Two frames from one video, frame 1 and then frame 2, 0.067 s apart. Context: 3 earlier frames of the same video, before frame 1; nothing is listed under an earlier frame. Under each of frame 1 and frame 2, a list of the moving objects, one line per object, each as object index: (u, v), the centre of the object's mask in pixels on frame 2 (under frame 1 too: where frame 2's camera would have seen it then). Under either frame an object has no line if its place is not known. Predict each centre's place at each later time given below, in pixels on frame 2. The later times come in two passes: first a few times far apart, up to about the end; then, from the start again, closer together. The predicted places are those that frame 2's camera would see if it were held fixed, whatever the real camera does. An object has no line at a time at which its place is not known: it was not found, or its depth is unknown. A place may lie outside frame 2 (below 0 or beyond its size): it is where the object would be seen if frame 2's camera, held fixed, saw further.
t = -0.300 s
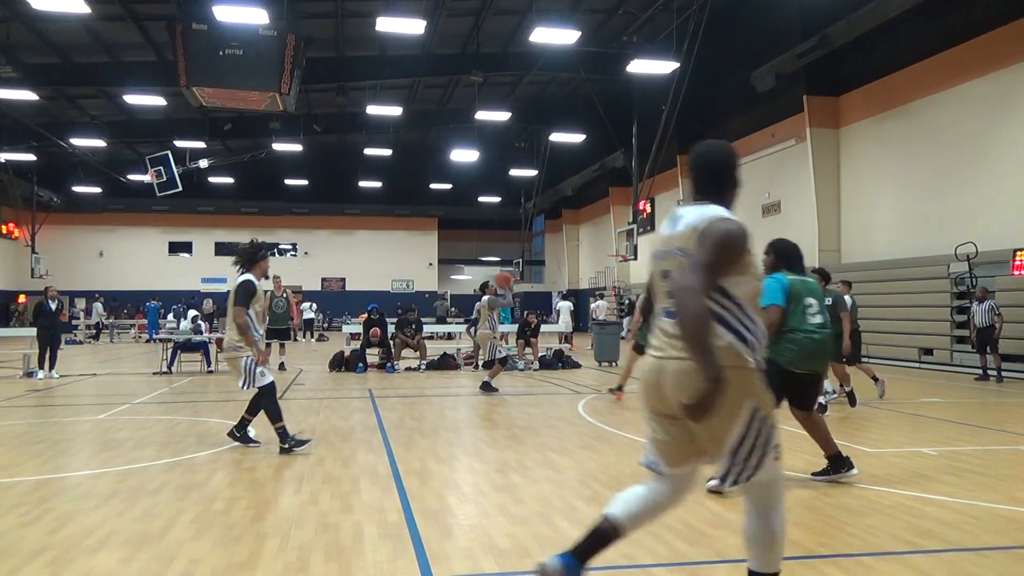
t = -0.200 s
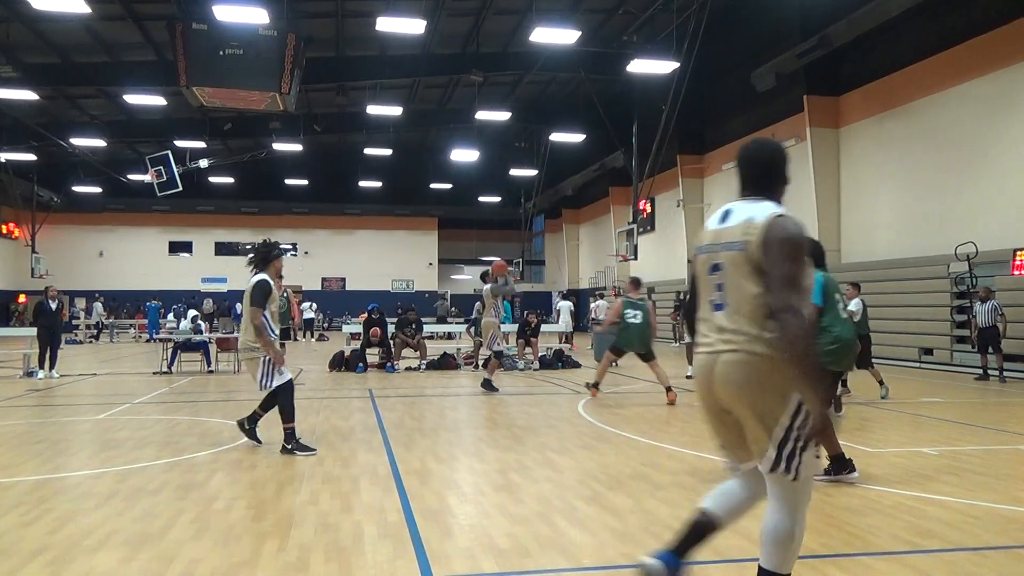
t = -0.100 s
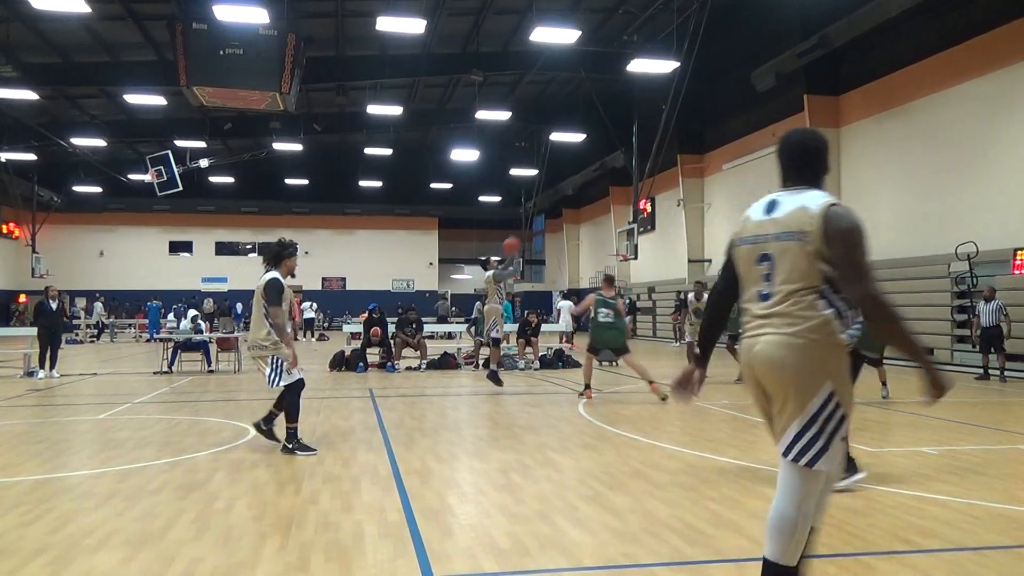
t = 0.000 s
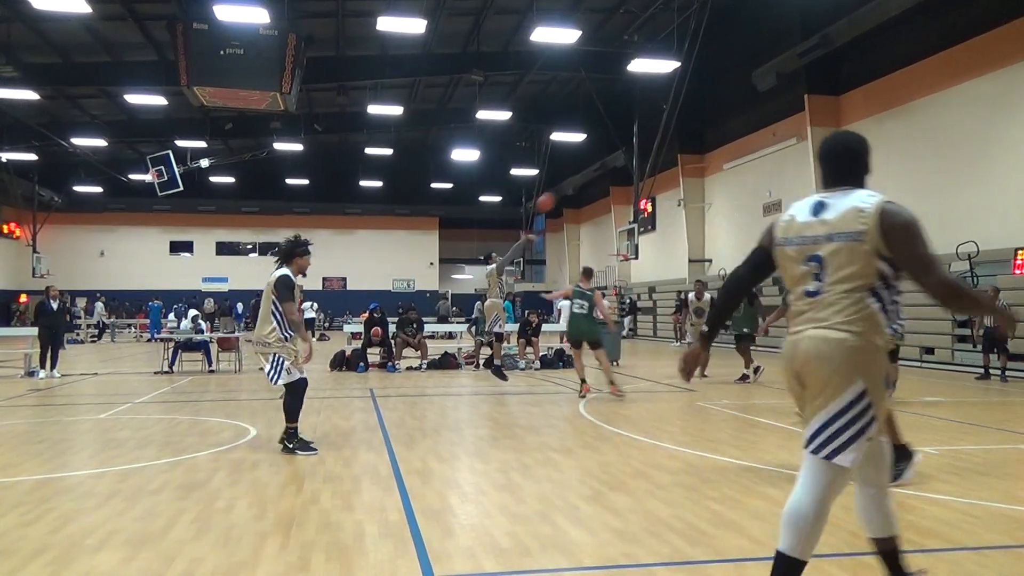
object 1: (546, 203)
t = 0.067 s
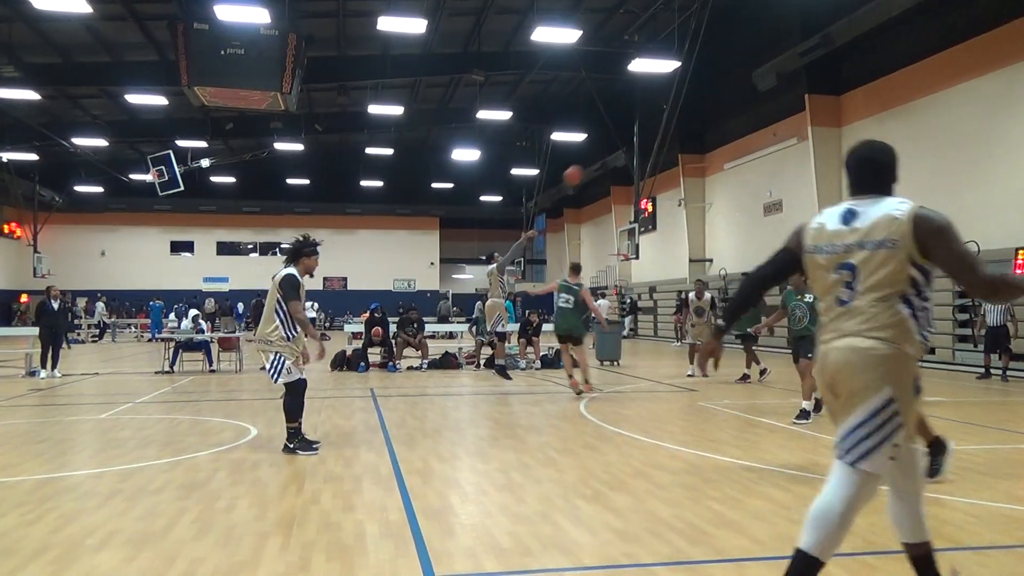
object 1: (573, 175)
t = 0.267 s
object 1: (656, 109)
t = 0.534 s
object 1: (773, 59)
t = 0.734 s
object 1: (867, 53)
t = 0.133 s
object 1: (601, 151)
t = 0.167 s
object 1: (614, 139)
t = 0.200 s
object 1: (627, 128)
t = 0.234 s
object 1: (642, 118)
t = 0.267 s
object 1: (656, 109)
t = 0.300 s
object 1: (670, 100)
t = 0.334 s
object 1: (685, 92)
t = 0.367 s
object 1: (699, 84)
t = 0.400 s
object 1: (714, 78)
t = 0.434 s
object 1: (728, 72)
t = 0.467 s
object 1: (743, 67)
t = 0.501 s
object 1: (758, 62)
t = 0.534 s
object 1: (773, 59)
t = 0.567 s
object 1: (789, 56)
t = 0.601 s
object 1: (804, 53)
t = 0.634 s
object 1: (820, 52)
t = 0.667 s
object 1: (835, 51)
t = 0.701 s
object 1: (851, 52)
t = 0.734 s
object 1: (867, 53)
